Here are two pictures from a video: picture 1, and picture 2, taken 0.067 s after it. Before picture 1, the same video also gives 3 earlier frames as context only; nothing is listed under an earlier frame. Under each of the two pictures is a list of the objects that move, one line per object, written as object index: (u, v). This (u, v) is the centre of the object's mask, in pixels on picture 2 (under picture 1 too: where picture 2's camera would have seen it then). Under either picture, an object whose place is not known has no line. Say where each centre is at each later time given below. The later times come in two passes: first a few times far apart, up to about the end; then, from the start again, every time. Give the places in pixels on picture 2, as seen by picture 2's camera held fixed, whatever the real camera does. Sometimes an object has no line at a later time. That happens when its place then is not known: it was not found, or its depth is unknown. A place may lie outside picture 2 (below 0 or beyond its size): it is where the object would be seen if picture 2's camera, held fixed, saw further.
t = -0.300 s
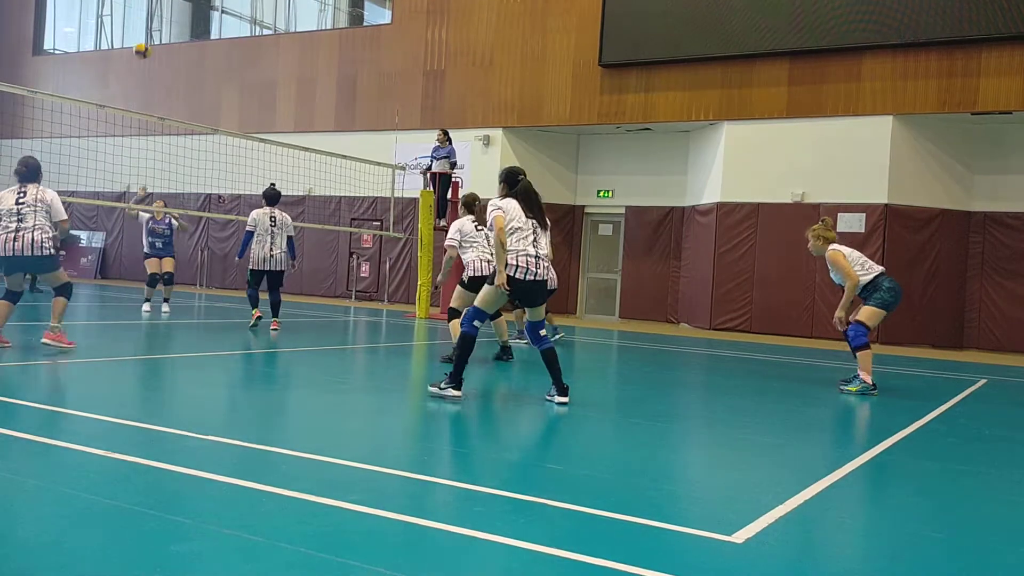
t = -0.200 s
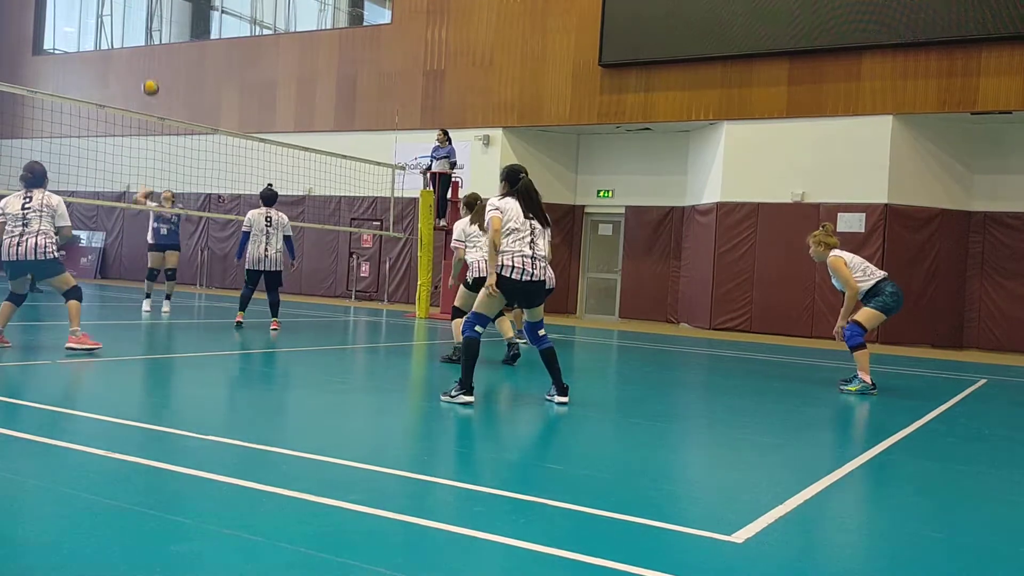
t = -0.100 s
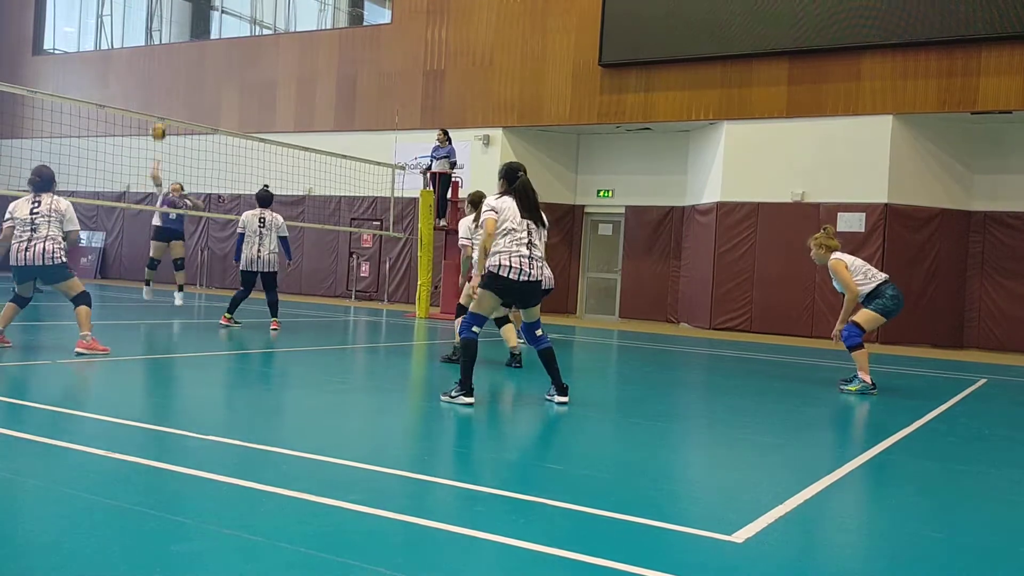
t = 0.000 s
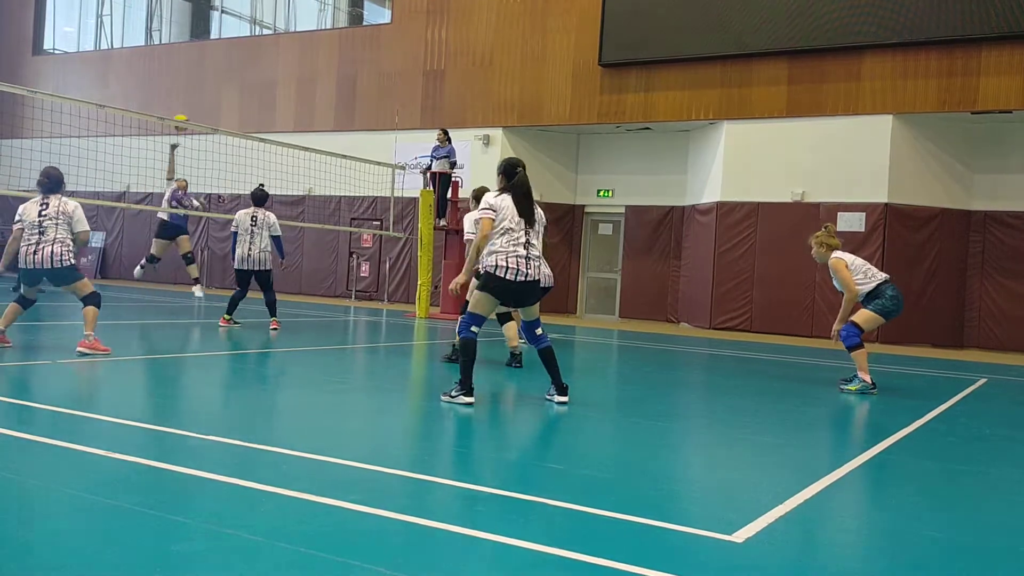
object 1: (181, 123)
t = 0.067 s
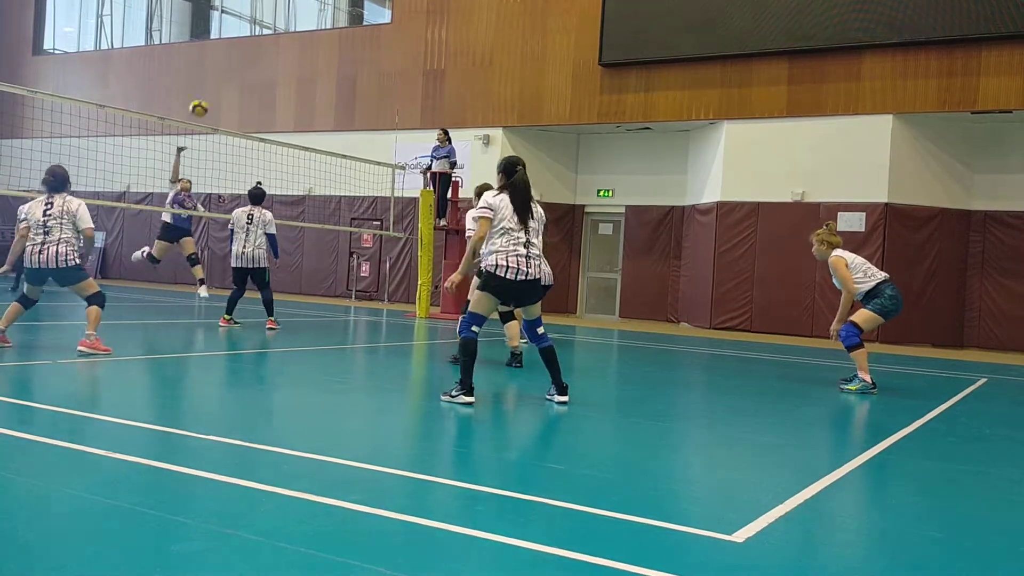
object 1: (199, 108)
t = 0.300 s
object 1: (269, 84)
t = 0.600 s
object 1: (373, 129)
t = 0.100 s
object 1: (209, 102)
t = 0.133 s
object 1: (217, 97)
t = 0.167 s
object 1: (228, 92)
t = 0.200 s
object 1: (237, 89)
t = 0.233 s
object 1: (248, 86)
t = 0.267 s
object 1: (258, 85)
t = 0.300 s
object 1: (269, 84)
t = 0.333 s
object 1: (280, 84)
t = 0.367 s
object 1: (290, 86)
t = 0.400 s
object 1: (302, 88)
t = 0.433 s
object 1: (313, 92)
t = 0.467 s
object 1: (324, 96)
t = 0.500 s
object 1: (336, 103)
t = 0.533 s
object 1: (348, 110)
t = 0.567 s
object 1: (360, 119)
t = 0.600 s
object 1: (373, 129)
